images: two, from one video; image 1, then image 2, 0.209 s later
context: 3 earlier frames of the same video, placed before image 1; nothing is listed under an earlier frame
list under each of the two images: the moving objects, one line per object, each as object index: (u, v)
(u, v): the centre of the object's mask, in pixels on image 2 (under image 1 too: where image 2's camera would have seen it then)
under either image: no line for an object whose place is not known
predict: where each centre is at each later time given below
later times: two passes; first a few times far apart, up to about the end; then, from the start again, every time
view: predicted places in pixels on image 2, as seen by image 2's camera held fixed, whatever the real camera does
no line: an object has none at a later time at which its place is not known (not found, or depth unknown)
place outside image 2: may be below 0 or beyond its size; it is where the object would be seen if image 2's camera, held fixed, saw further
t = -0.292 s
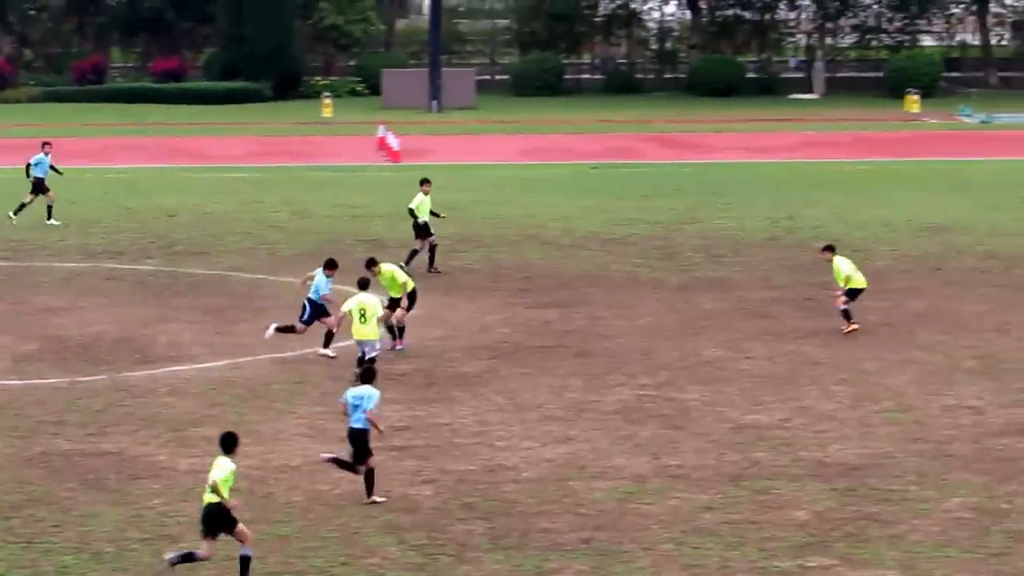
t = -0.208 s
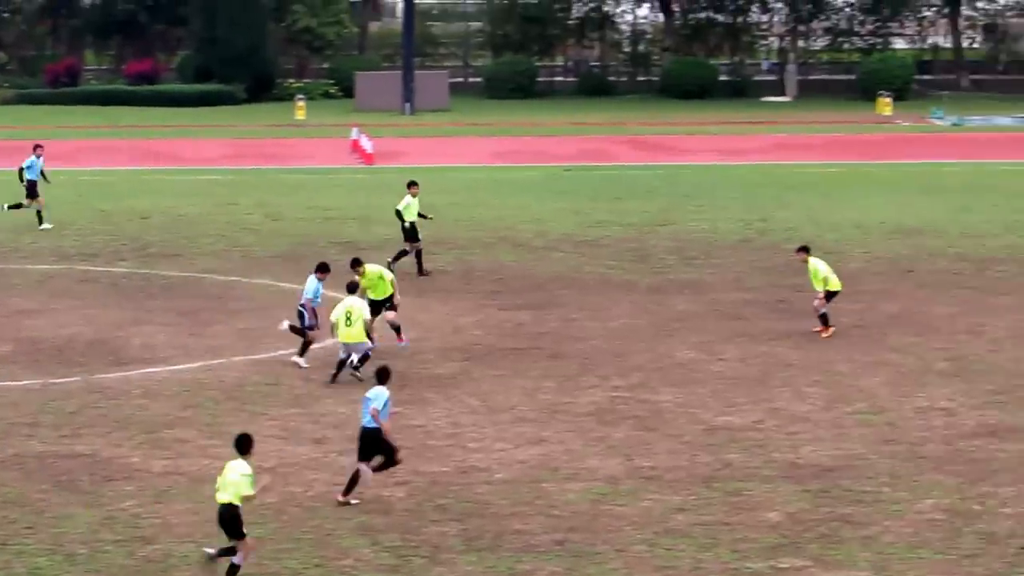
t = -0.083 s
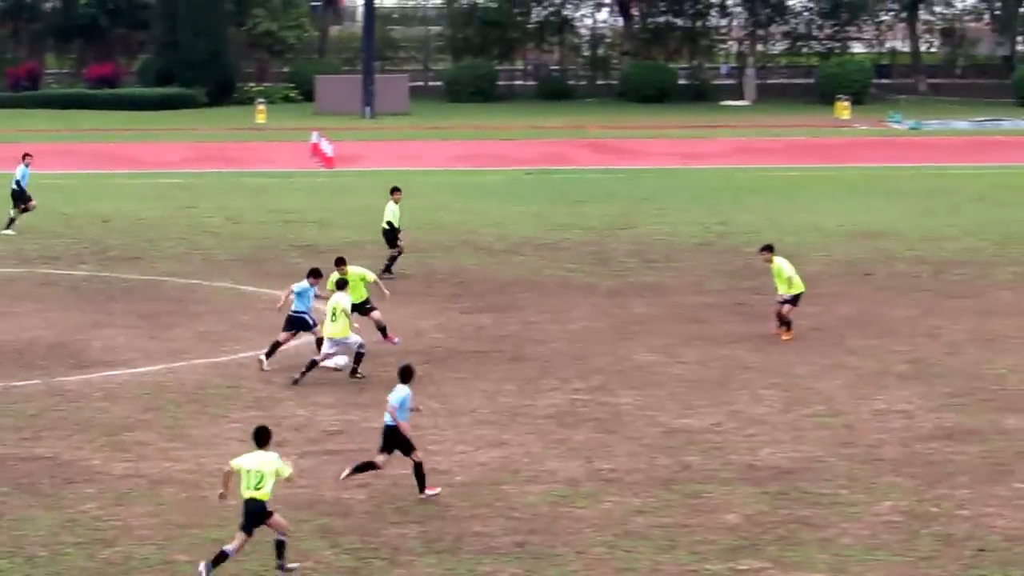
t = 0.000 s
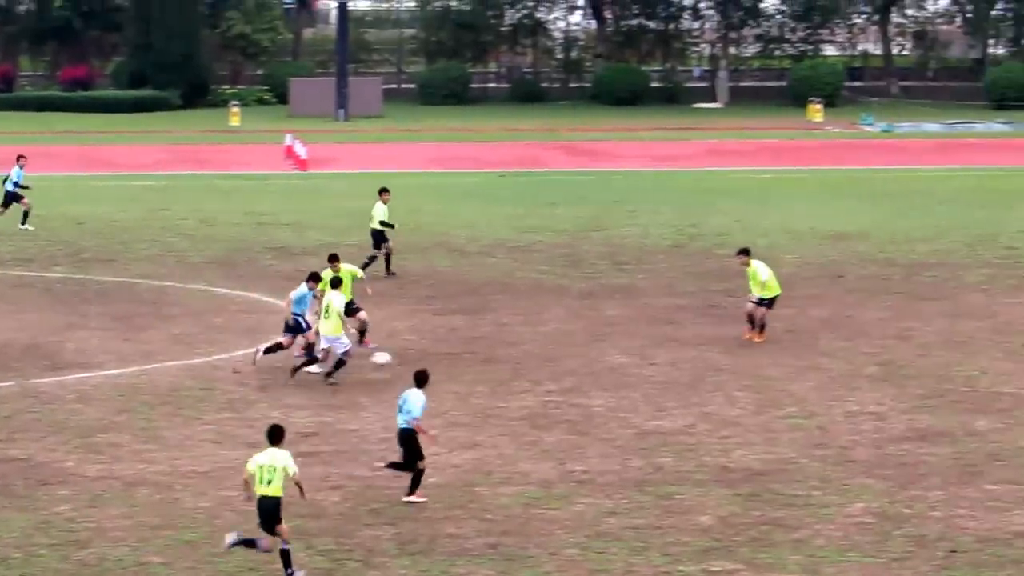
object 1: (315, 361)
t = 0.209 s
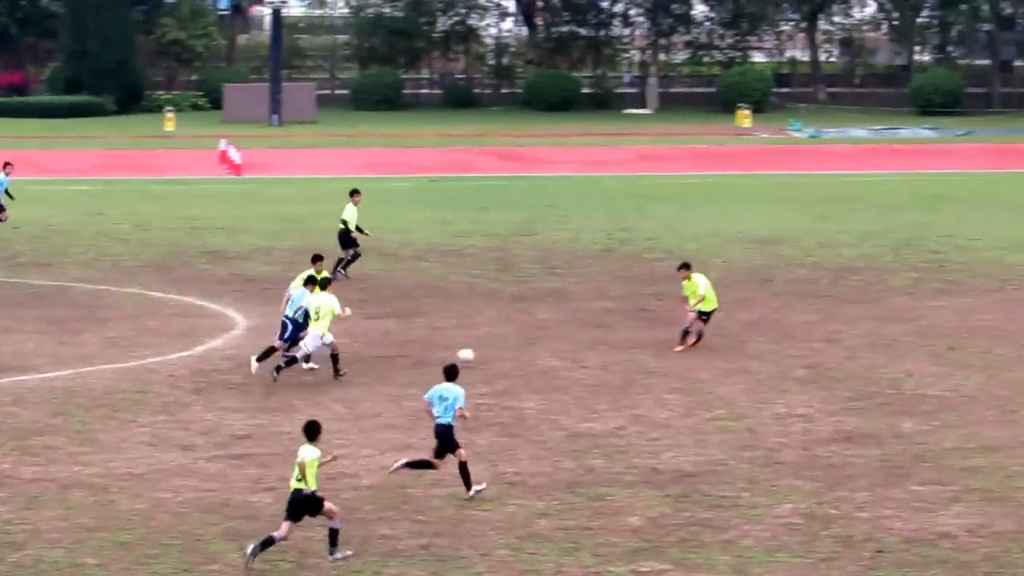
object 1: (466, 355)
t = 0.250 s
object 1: (493, 354)
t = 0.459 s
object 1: (612, 348)
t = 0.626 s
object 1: (696, 350)
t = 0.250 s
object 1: (493, 354)
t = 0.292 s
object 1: (520, 355)
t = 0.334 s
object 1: (545, 356)
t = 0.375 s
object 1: (568, 353)
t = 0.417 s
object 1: (590, 349)
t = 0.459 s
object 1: (612, 348)
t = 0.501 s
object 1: (635, 348)
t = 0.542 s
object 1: (656, 349)
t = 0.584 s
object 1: (677, 352)
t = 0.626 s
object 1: (696, 350)
